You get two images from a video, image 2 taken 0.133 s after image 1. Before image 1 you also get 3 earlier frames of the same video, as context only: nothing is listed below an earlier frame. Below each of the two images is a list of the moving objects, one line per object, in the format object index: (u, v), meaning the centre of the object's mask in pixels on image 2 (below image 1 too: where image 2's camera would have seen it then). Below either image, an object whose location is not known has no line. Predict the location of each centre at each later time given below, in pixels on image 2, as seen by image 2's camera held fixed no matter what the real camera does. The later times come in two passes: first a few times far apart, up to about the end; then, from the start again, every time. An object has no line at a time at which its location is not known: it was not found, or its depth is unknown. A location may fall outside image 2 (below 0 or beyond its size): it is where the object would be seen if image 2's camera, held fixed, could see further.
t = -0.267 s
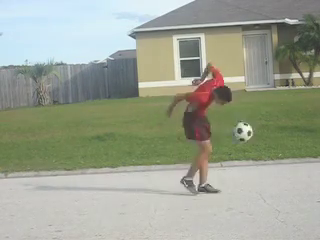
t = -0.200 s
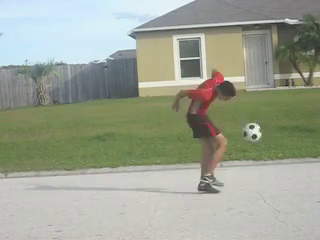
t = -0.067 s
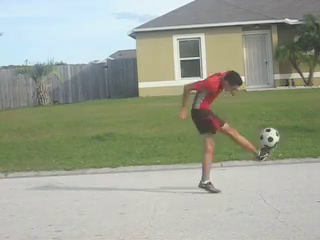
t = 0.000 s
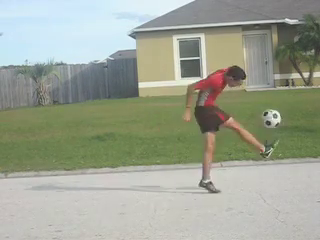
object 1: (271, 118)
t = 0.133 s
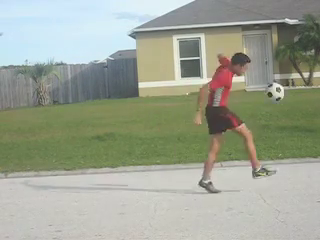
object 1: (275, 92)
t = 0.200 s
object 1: (277, 84)
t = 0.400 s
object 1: (285, 85)
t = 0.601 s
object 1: (293, 121)
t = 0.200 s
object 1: (277, 84)
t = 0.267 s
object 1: (280, 81)
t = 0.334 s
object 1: (281, 81)
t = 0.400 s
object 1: (285, 85)
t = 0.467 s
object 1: (287, 93)
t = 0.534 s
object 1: (290, 105)
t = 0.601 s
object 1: (293, 121)
